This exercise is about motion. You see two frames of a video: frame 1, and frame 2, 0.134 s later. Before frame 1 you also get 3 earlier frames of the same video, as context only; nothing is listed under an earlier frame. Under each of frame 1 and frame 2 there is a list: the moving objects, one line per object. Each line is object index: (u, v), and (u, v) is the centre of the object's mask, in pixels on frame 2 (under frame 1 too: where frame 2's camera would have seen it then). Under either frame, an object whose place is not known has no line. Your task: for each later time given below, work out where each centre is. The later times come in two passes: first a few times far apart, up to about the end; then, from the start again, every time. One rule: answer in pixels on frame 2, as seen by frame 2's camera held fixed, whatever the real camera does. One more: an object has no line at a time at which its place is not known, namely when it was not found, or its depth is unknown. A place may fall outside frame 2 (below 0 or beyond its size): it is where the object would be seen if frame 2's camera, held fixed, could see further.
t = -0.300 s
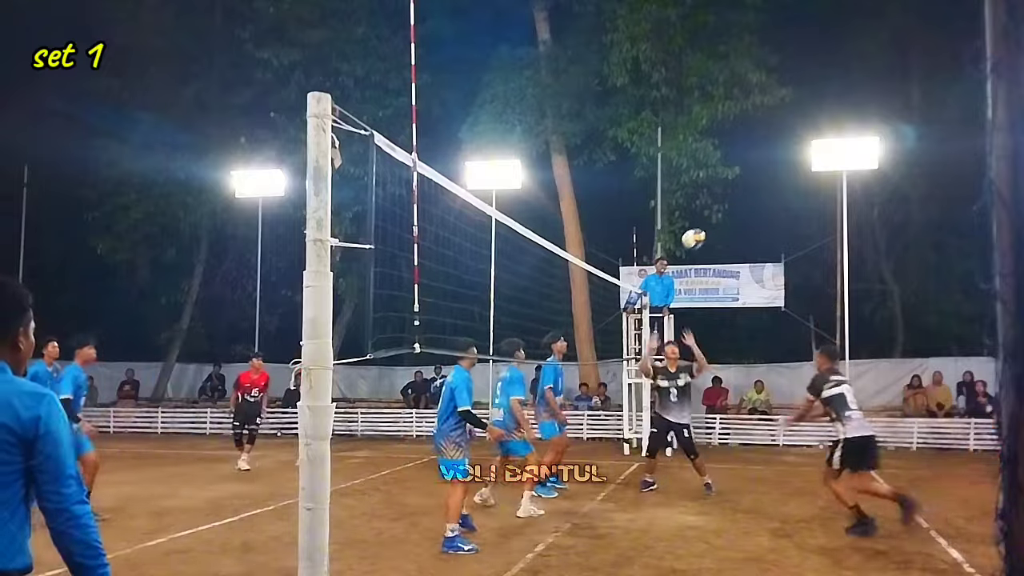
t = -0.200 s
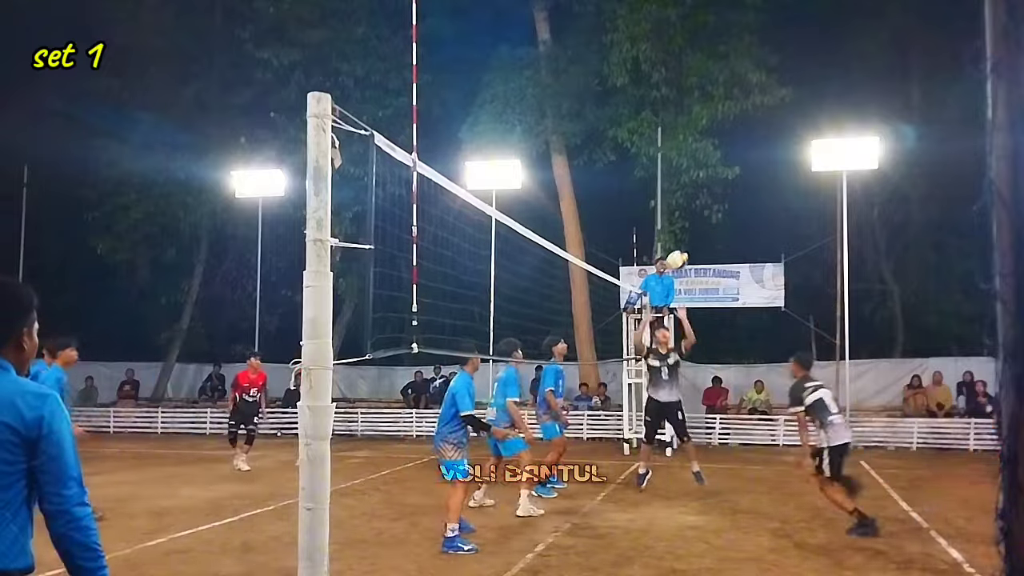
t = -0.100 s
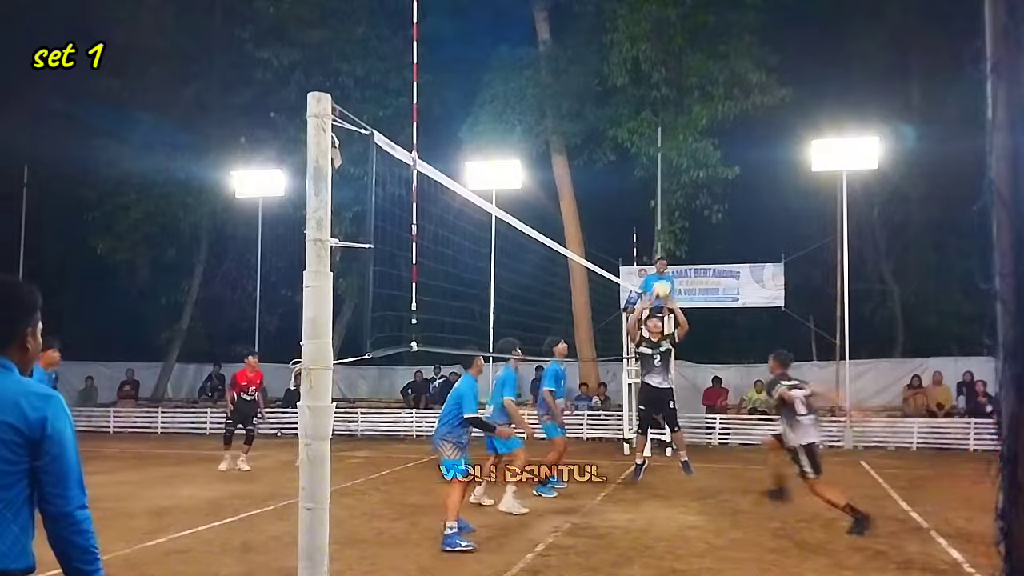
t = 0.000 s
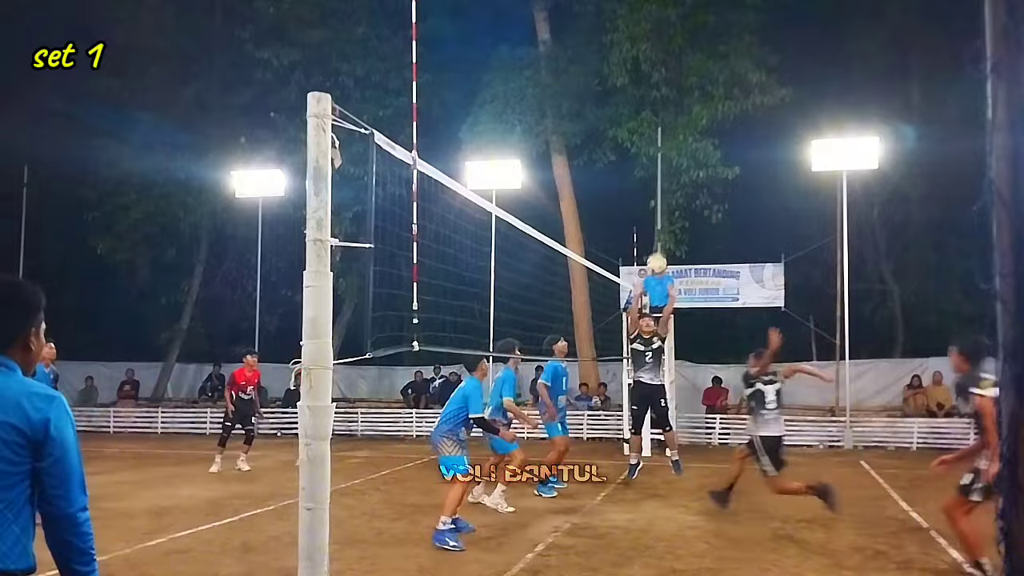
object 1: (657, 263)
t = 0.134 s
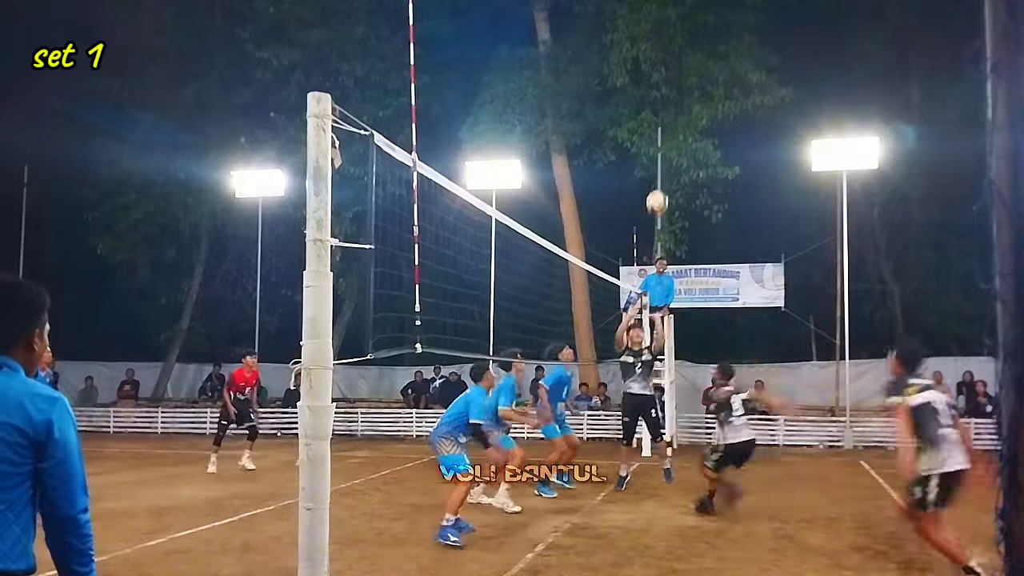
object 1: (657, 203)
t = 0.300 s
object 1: (659, 142)
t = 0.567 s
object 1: (664, 97)
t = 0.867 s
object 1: (669, 132)
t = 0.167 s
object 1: (657, 188)
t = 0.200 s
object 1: (657, 176)
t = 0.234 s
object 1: (658, 164)
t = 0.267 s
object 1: (659, 152)
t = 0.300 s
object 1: (659, 142)
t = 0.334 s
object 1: (660, 134)
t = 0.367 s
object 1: (661, 125)
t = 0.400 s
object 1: (661, 118)
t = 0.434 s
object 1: (662, 112)
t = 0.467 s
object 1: (662, 107)
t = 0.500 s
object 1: (663, 102)
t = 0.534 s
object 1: (664, 99)
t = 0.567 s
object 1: (664, 97)
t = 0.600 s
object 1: (665, 96)
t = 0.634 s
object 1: (666, 96)
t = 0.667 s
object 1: (666, 97)
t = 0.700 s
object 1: (667, 100)
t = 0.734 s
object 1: (667, 103)
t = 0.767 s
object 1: (668, 108)
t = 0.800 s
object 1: (668, 114)
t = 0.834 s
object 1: (669, 122)
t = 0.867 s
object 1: (669, 132)
